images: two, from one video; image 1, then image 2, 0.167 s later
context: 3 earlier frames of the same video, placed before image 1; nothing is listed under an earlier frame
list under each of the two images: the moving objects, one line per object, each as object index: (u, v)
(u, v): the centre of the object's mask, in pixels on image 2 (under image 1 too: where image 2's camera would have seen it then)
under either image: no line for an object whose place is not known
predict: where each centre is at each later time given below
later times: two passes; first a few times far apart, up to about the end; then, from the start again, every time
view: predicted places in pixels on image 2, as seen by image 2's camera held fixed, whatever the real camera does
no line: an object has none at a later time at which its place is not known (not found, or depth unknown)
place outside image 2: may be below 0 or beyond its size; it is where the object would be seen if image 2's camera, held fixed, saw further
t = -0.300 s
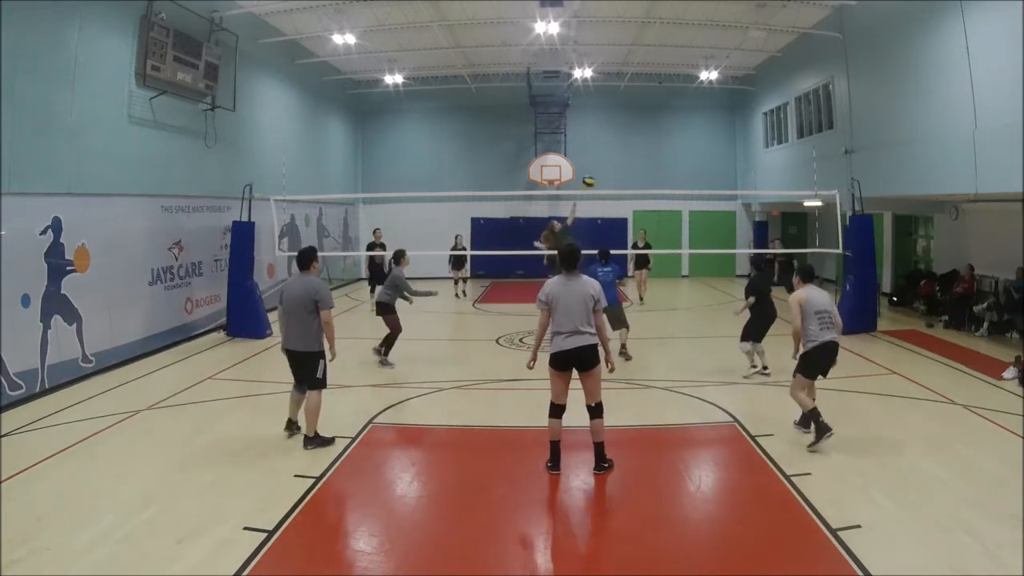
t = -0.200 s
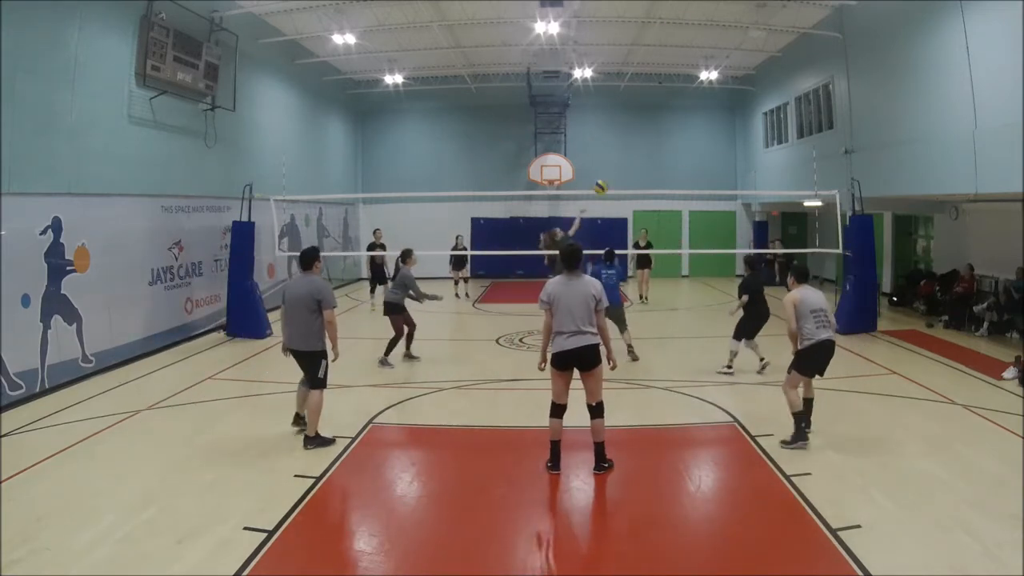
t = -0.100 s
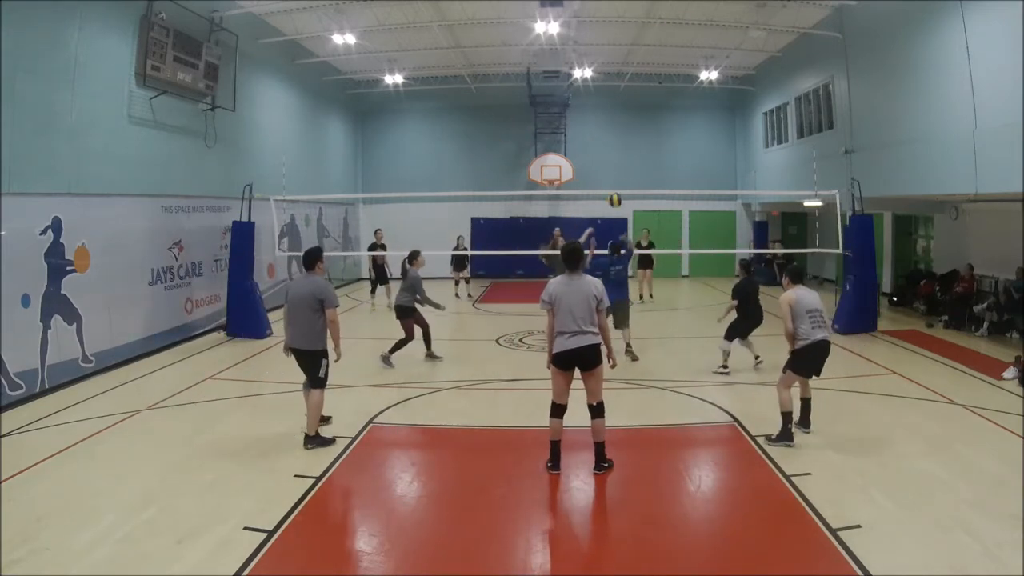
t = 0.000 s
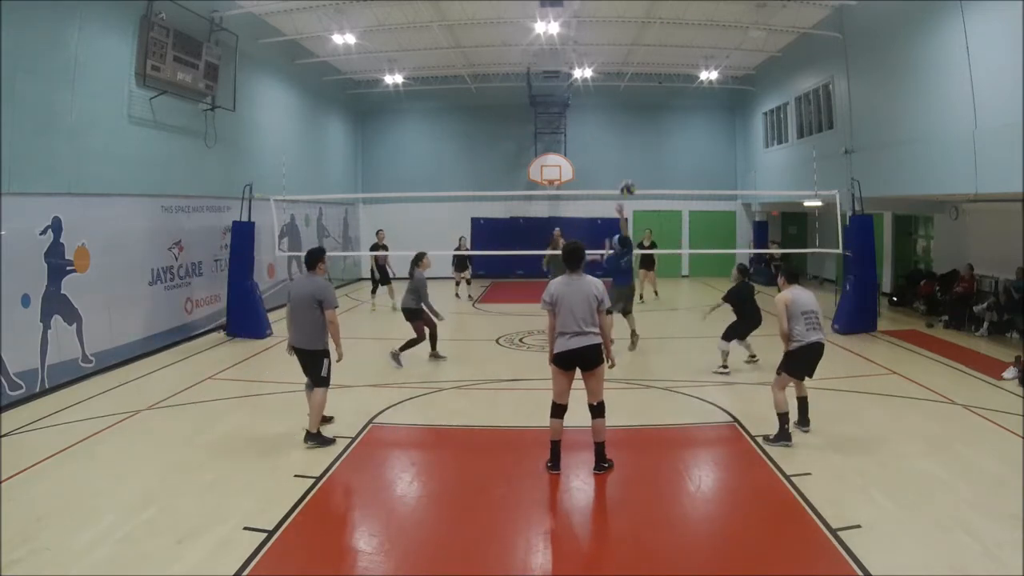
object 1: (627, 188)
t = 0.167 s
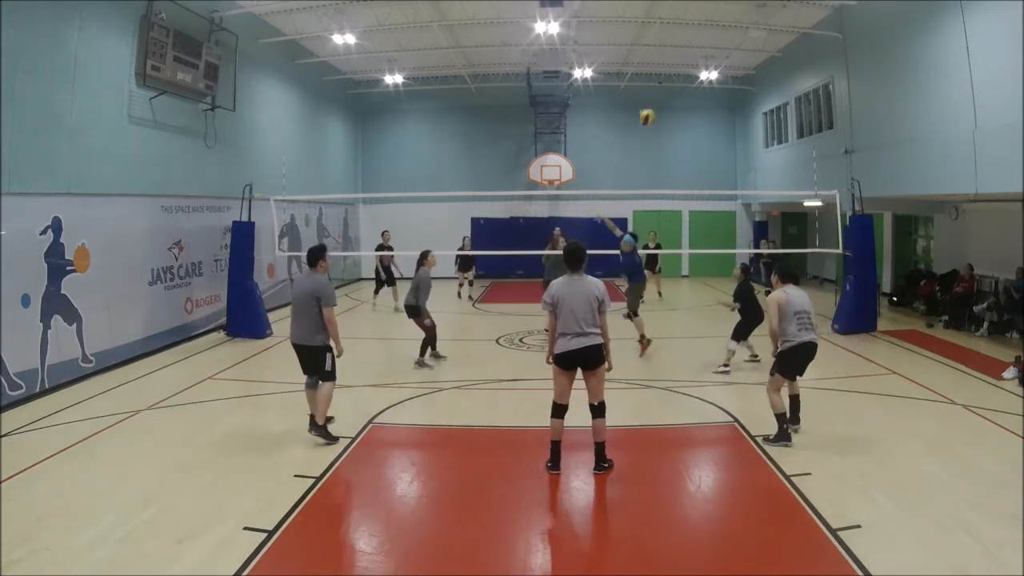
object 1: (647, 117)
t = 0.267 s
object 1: (657, 81)
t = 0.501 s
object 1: (689, 24)
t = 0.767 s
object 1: (740, 10)
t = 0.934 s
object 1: (777, 38)
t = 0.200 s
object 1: (650, 104)
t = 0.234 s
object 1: (654, 92)
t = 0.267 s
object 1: (657, 81)
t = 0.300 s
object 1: (661, 72)
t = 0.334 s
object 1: (666, 60)
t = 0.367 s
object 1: (671, 52)
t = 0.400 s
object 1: (675, 44)
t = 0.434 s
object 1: (680, 36)
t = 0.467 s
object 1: (685, 30)
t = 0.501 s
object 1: (689, 24)
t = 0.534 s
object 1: (694, 19)
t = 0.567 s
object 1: (701, 15)
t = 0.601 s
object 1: (707, 12)
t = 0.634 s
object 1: (712, 11)
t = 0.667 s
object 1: (719, 9)
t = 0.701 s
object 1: (725, 8)
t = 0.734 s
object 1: (732, 9)
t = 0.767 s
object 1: (740, 10)
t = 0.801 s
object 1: (746, 13)
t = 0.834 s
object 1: (754, 17)
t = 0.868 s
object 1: (761, 23)
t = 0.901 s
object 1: (769, 29)
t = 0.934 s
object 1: (777, 38)
